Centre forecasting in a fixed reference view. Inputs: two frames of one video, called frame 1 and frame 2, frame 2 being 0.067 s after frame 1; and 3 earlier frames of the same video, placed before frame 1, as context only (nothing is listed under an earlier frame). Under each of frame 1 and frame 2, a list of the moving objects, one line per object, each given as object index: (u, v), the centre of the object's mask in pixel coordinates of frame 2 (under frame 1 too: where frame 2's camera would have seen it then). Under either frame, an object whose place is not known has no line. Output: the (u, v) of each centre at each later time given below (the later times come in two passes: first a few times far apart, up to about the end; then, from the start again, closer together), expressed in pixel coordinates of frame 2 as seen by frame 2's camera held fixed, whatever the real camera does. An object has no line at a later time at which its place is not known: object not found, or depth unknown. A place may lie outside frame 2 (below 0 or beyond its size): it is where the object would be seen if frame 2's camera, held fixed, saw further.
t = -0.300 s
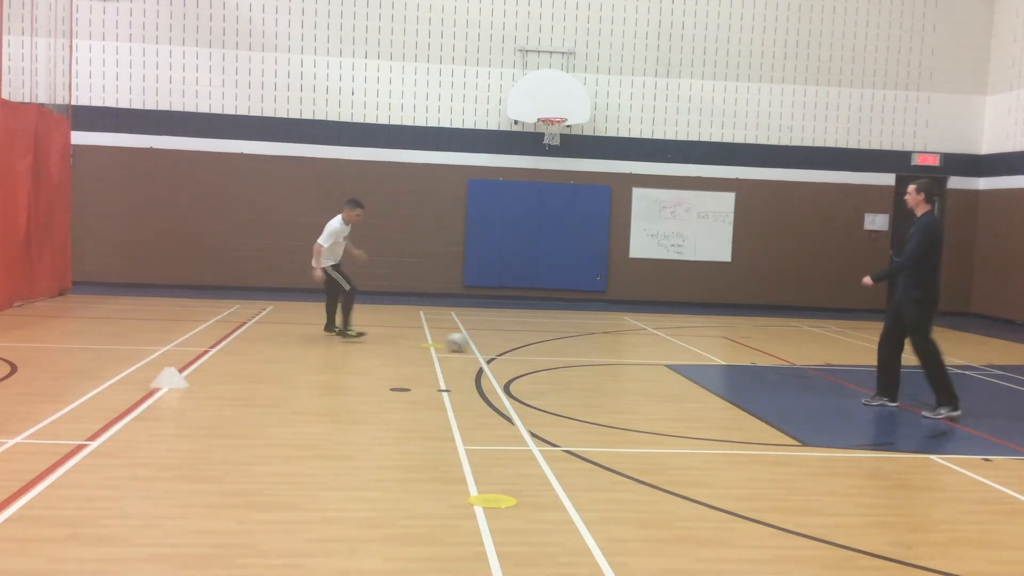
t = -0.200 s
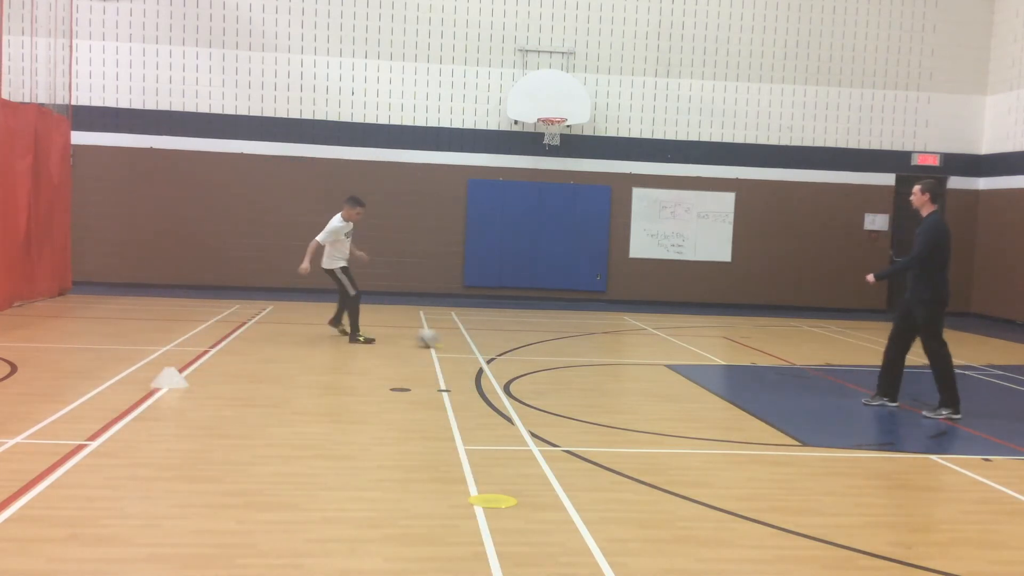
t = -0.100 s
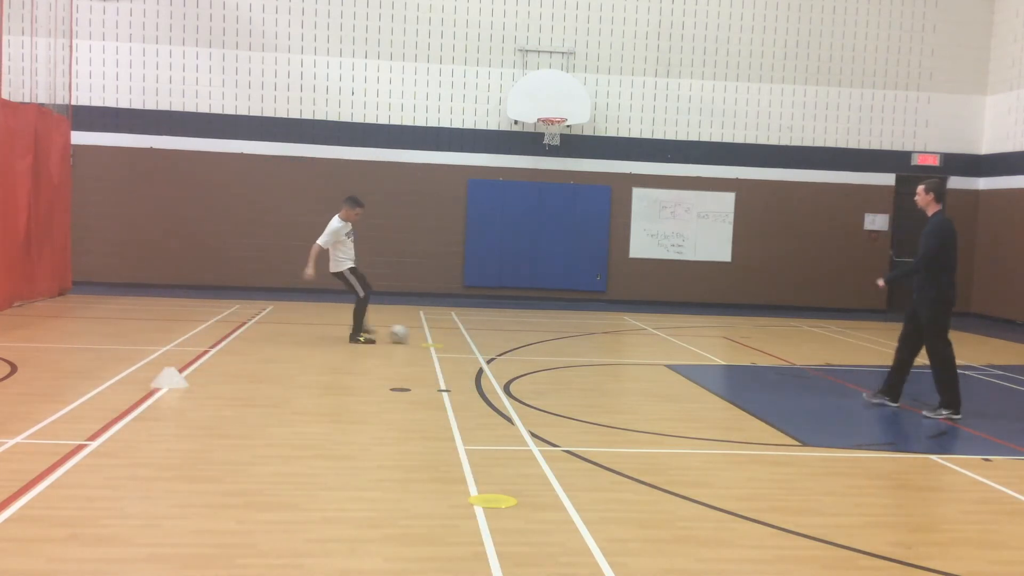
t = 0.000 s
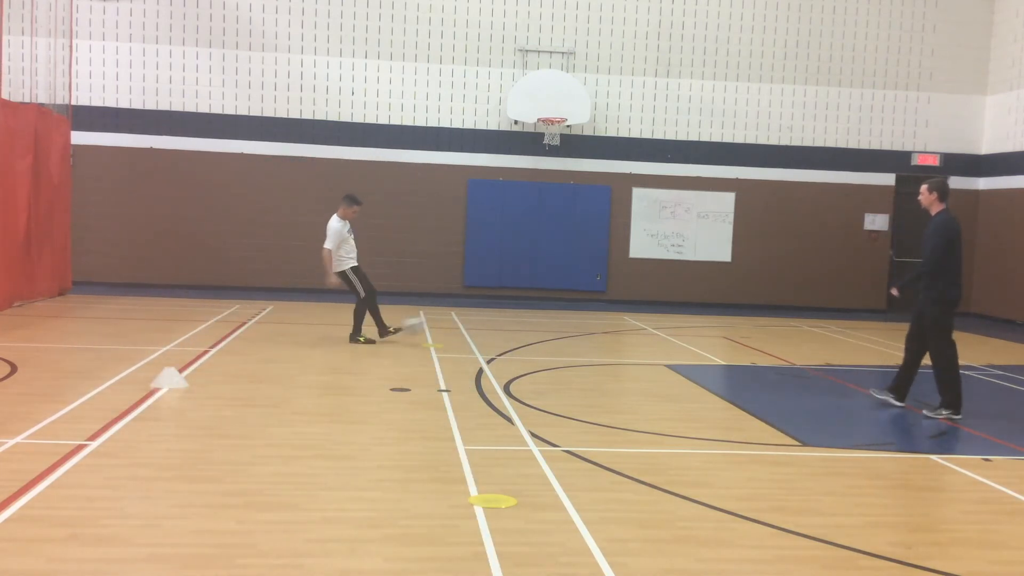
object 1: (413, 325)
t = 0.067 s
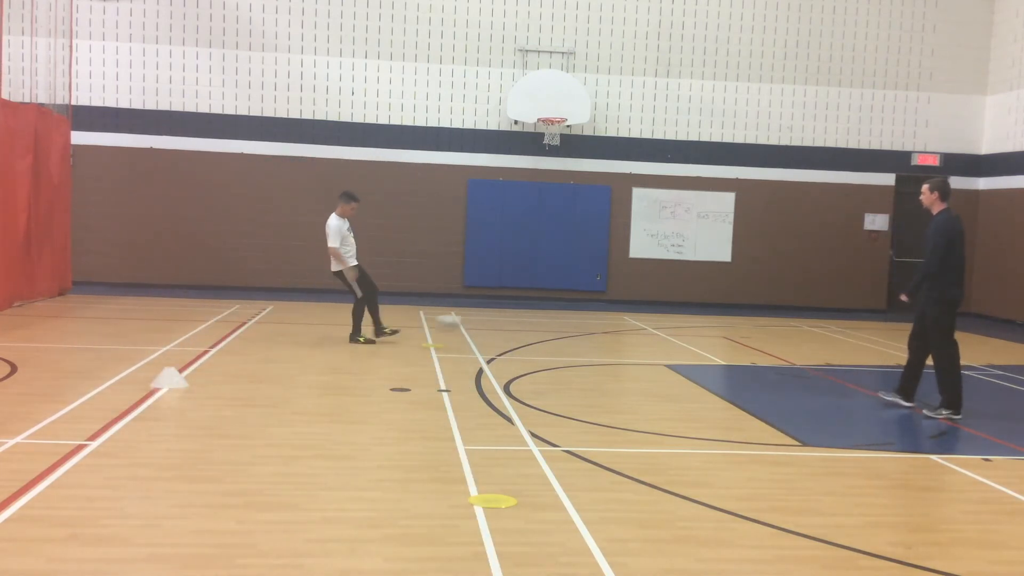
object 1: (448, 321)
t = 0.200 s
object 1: (522, 326)
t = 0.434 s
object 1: (654, 362)
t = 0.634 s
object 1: (749, 380)
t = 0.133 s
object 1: (484, 320)
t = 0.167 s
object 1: (502, 324)
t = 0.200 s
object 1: (522, 326)
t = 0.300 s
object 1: (584, 347)
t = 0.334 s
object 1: (604, 354)
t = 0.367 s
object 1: (625, 363)
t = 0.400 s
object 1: (639, 362)
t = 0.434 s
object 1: (654, 362)
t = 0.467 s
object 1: (670, 361)
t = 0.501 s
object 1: (685, 363)
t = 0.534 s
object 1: (700, 365)
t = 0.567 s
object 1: (717, 370)
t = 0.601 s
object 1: (734, 376)
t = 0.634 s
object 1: (749, 380)
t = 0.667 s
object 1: (763, 380)
